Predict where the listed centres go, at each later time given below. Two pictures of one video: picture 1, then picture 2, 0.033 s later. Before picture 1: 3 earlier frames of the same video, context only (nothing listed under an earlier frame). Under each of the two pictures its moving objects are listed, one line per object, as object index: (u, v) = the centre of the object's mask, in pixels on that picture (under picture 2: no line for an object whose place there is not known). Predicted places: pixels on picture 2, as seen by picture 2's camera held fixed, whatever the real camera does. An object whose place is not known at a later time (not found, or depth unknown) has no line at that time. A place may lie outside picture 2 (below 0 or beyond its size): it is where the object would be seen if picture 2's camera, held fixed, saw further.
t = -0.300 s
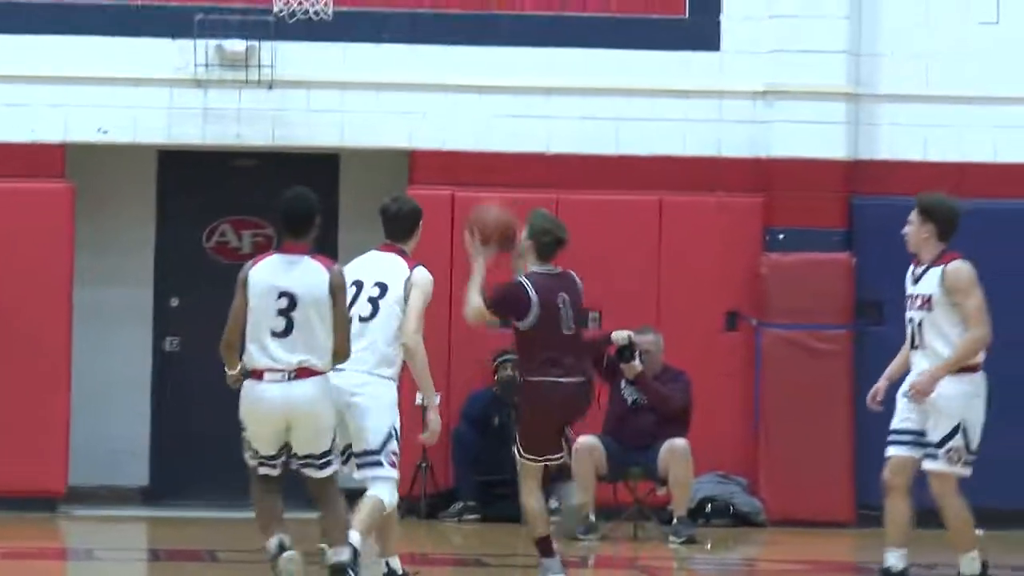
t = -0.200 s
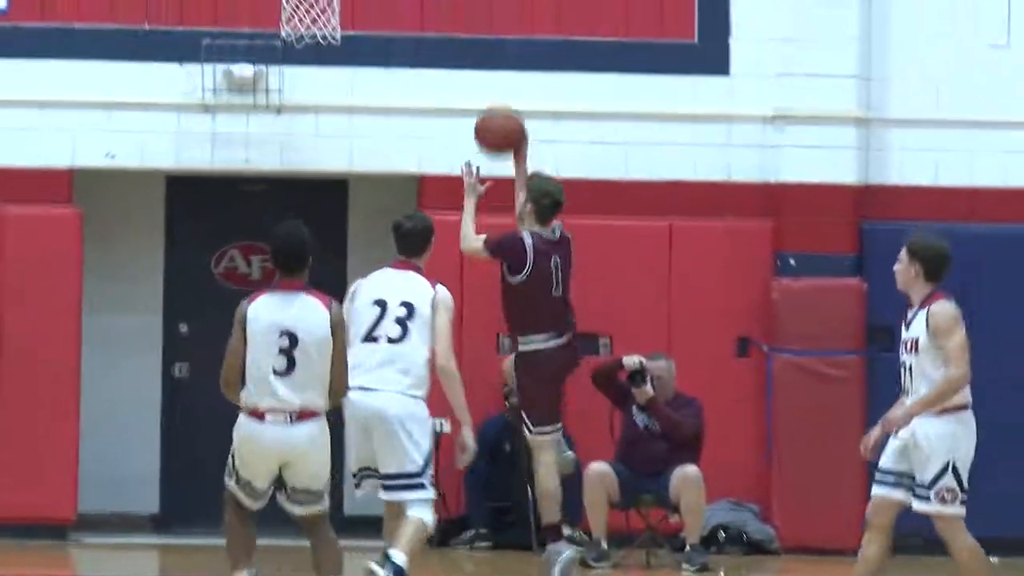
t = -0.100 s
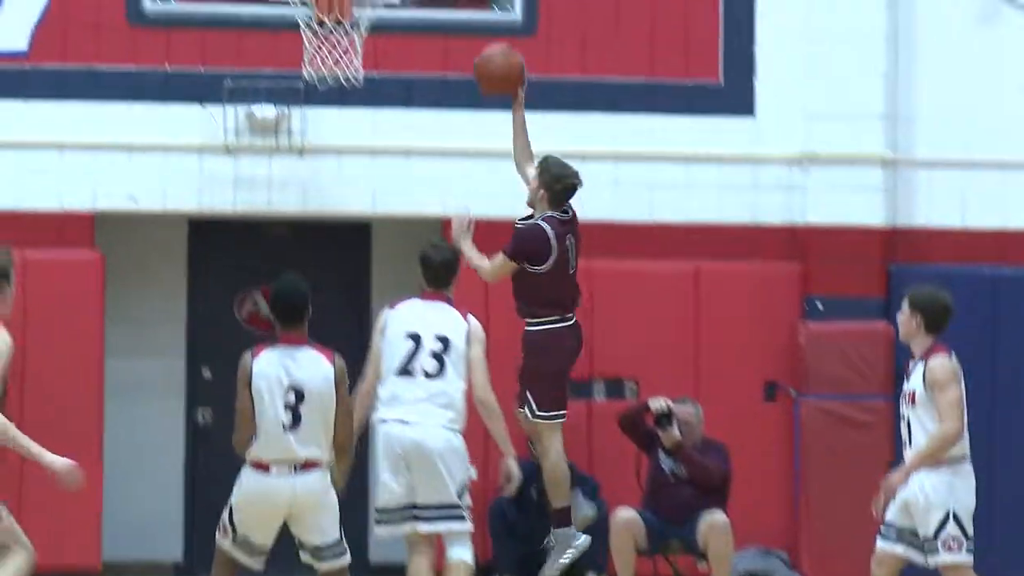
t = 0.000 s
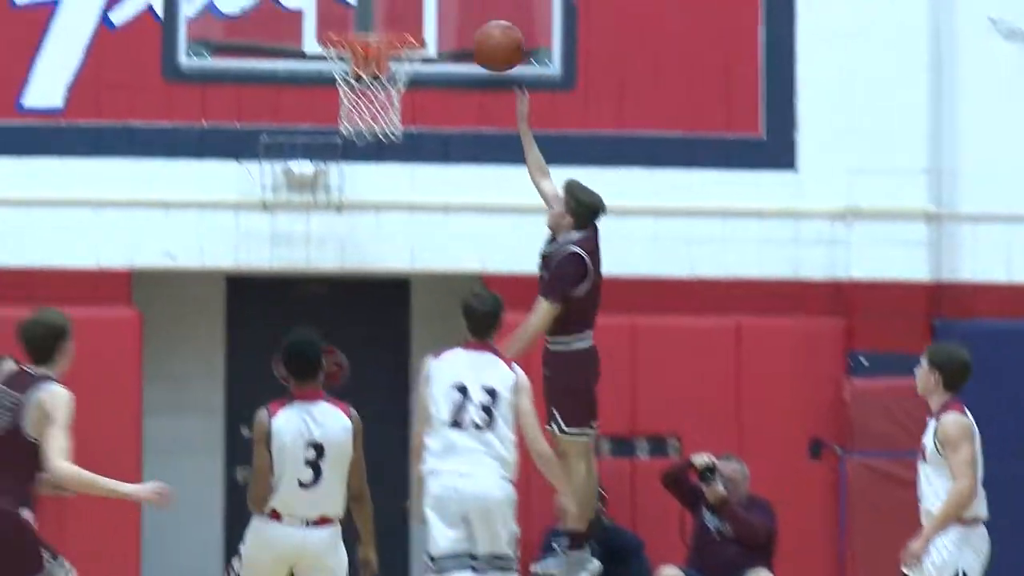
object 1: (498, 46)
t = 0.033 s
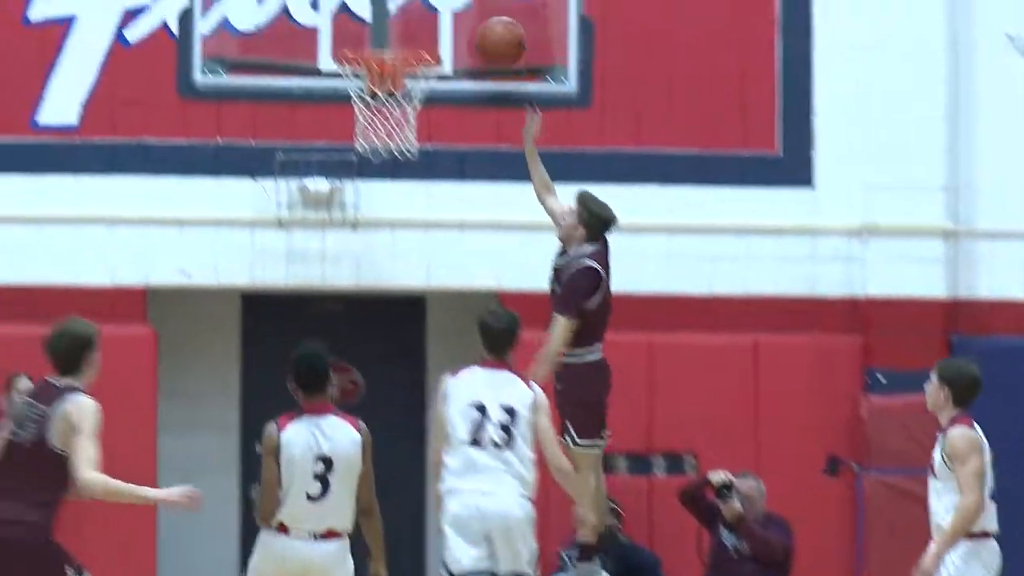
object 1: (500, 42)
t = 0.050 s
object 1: (491, 33)
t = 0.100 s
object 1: (470, 8)
